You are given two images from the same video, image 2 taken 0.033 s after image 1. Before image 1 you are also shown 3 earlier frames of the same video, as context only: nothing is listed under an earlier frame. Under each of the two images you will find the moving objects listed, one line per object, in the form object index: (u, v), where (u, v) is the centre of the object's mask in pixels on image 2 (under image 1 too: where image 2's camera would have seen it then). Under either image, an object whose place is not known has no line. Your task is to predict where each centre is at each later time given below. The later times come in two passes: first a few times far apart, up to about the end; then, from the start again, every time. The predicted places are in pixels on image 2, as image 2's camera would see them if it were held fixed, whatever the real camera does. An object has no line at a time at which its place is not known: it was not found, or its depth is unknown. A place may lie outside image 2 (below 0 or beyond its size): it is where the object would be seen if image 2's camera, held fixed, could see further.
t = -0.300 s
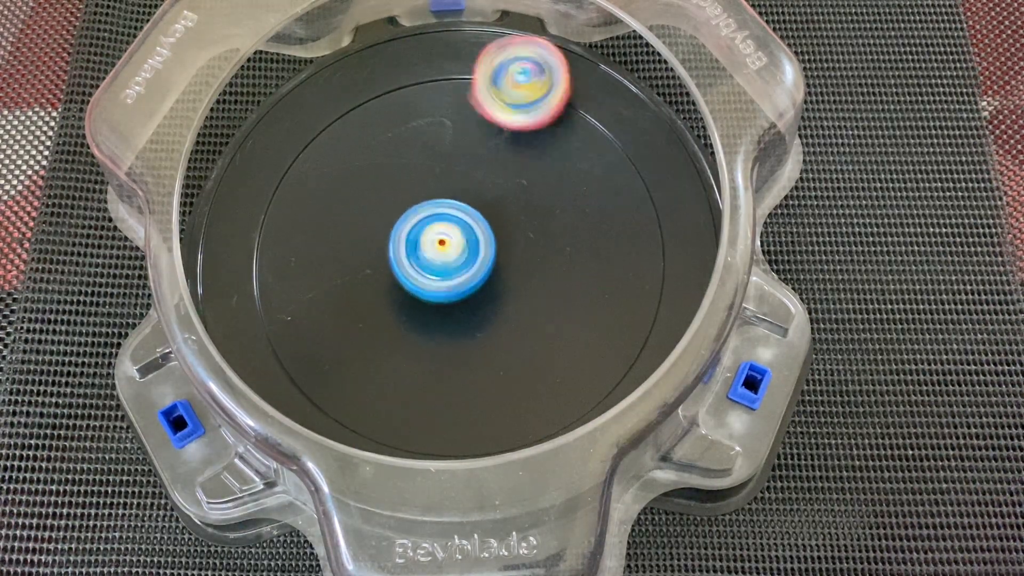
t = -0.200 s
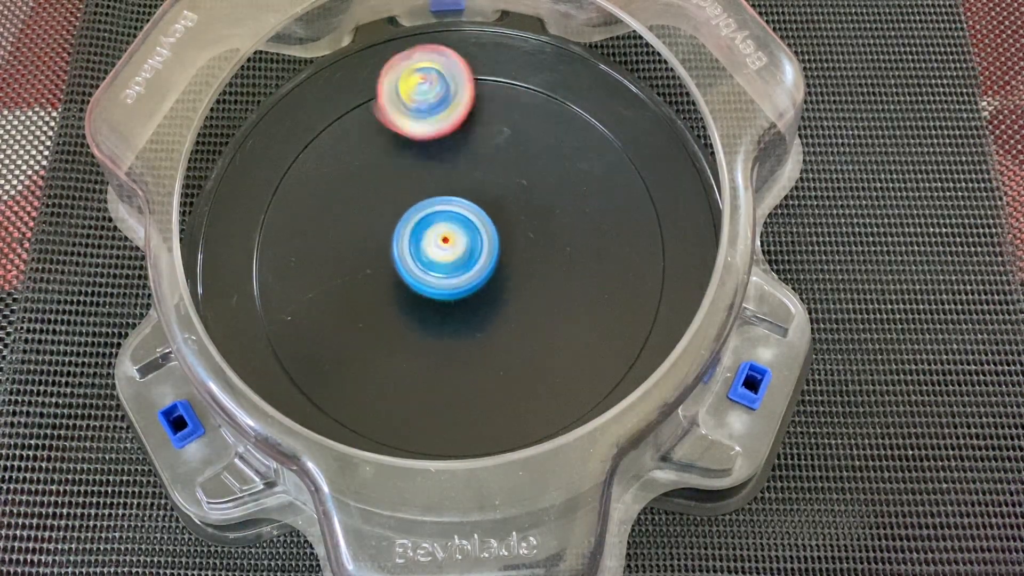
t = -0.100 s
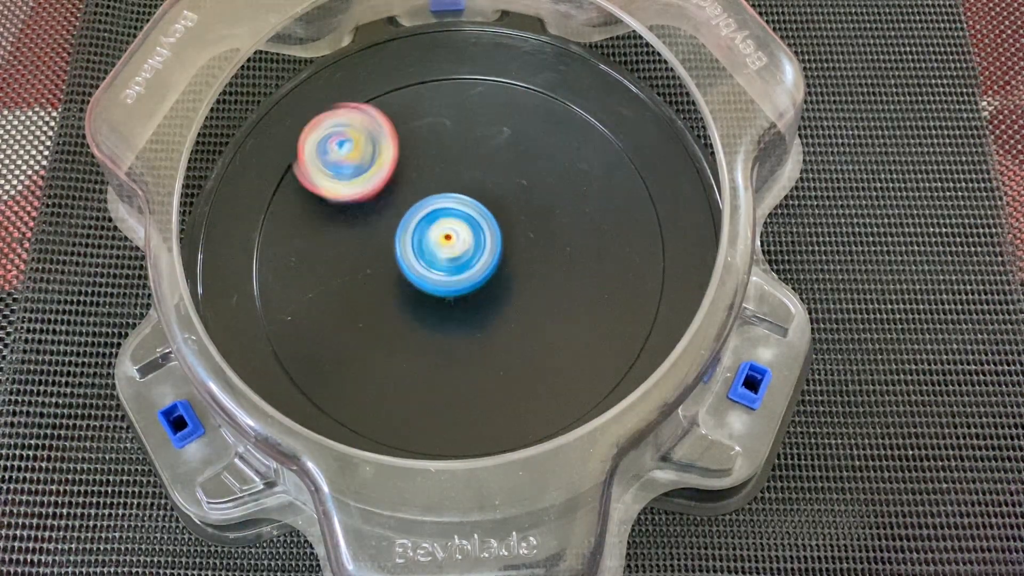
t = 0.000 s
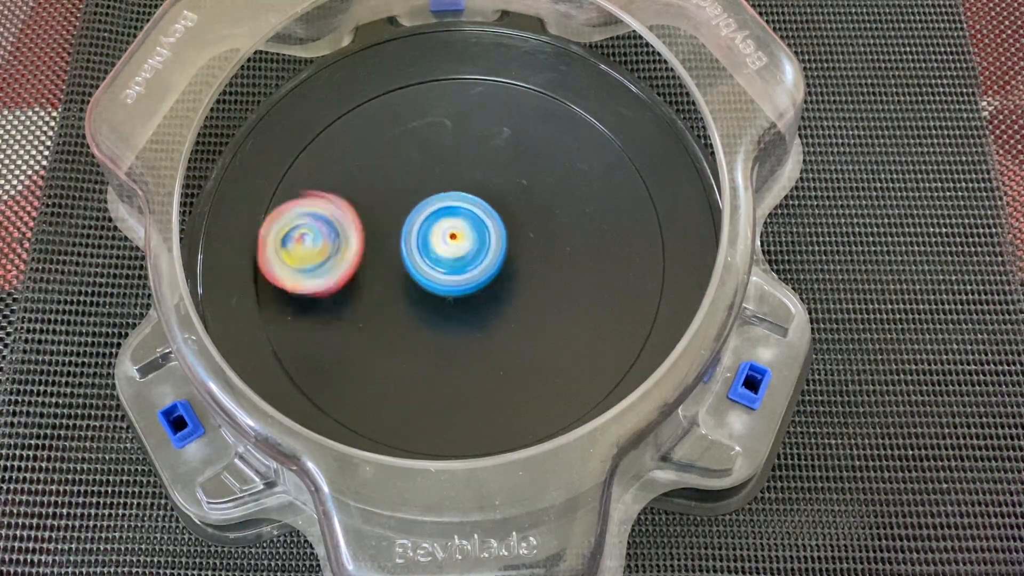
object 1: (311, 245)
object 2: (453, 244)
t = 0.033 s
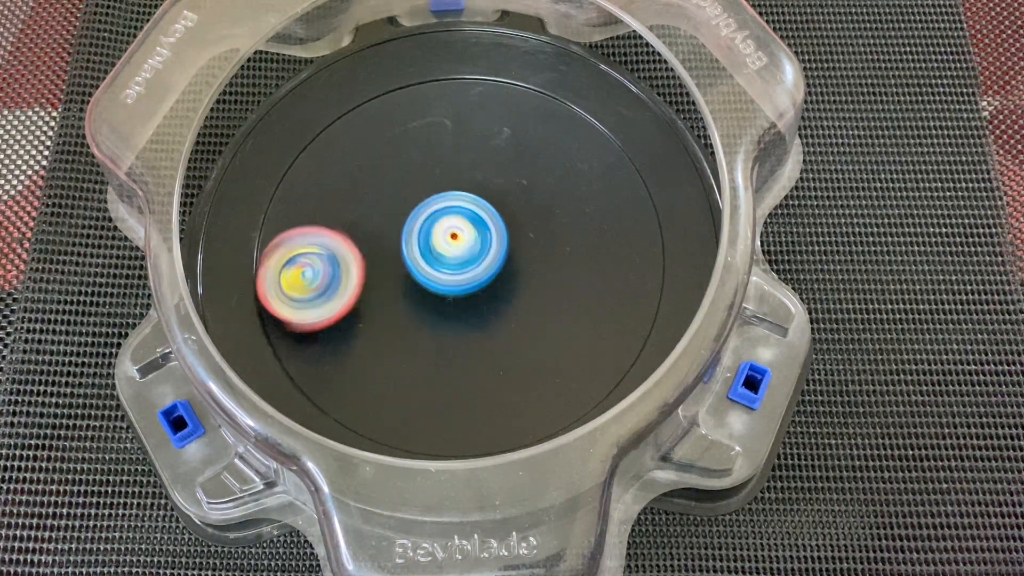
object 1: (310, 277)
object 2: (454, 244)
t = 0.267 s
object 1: (475, 422)
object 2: (464, 242)
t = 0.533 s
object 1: (645, 259)
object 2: (472, 238)
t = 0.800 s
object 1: (464, 123)
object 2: (477, 251)
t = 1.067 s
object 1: (288, 272)
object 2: (478, 260)
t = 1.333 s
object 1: (454, 417)
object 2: (469, 265)
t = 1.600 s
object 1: (604, 245)
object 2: (456, 264)
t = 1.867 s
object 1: (439, 103)
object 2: (447, 258)
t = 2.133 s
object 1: (283, 244)
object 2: (444, 251)
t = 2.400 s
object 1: (466, 385)
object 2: (451, 246)
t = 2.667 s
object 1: (620, 221)
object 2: (464, 246)
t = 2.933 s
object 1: (460, 99)
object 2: (475, 249)
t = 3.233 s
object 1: (331, 291)
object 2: (477, 255)
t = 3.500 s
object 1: (527, 394)
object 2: (472, 260)
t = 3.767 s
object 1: (617, 216)
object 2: (461, 261)
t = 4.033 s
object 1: (425, 142)
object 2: (450, 258)
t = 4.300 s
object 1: (308, 308)
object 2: (448, 253)
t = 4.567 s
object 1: (500, 394)
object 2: (455, 248)
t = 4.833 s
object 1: (578, 210)
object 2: (466, 245)
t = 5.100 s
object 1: (404, 124)
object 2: (474, 250)
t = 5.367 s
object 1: (314, 288)
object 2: (476, 255)
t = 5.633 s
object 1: (513, 360)
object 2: (468, 260)
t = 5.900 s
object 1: (596, 190)
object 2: (456, 260)
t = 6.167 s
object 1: (425, 130)
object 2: (450, 255)
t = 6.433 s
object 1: (337, 299)
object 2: (459, 255)
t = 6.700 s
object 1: (503, 388)
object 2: (476, 255)
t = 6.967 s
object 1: (588, 226)
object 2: (478, 257)
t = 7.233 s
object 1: (440, 137)
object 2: (466, 261)
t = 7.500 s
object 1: (333, 275)
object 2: (450, 258)
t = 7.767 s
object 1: (485, 370)
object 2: (445, 249)
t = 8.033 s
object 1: (585, 228)
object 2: (455, 244)
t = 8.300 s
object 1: (443, 144)
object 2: (468, 248)
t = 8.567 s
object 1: (339, 277)
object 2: (477, 256)
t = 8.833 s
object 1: (487, 368)
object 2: (474, 263)
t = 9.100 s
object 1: (578, 229)
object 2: (461, 262)
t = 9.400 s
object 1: (418, 156)
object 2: (450, 253)
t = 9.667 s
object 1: (330, 290)
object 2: (459, 254)
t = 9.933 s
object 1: (472, 382)
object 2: (486, 231)
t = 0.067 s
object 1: (318, 309)
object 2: (456, 243)
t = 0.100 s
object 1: (331, 340)
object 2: (458, 242)
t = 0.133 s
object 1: (350, 367)
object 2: (460, 242)
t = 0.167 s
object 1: (377, 390)
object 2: (462, 242)
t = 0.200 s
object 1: (406, 407)
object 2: (463, 242)
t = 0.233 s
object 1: (439, 414)
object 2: (463, 242)
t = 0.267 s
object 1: (475, 422)
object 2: (464, 242)
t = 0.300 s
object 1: (511, 421)
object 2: (465, 241)
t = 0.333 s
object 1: (545, 414)
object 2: (466, 241)
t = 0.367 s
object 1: (572, 389)
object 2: (466, 240)
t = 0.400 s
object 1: (598, 368)
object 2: (467, 240)
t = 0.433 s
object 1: (619, 345)
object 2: (467, 240)
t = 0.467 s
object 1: (636, 319)
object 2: (468, 239)
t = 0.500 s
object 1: (645, 289)
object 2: (470, 238)
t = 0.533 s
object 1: (645, 259)
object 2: (472, 238)
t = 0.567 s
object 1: (638, 230)
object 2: (473, 239)
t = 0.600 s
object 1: (624, 202)
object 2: (475, 240)
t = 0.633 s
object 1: (605, 178)
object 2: (475, 243)
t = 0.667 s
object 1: (583, 158)
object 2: (475, 245)
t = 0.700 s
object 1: (556, 142)
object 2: (475, 247)
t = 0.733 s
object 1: (526, 131)
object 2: (475, 248)
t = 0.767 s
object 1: (495, 124)
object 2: (476, 249)
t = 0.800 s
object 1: (464, 123)
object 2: (477, 251)
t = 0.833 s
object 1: (433, 127)
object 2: (477, 252)
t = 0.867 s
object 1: (402, 136)
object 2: (477, 254)
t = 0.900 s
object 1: (374, 149)
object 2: (477, 255)
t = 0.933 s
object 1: (349, 167)
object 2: (477, 256)
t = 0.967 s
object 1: (326, 189)
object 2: (478, 257)
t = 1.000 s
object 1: (308, 213)
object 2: (478, 258)
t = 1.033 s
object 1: (295, 241)
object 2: (478, 259)
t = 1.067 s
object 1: (288, 272)
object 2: (478, 260)
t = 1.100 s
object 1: (286, 302)
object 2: (478, 261)
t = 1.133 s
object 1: (292, 331)
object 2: (477, 262)
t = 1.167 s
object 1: (306, 359)
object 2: (476, 263)
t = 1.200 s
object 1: (327, 383)
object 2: (474, 264)
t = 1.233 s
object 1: (354, 399)
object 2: (473, 265)
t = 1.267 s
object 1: (386, 410)
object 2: (471, 265)
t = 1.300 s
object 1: (420, 416)
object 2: (470, 265)
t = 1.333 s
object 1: (454, 417)
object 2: (469, 265)
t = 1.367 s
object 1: (487, 412)
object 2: (468, 265)
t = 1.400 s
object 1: (520, 400)
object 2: (466, 265)
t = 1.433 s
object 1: (548, 384)
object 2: (465, 265)
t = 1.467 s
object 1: (572, 361)
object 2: (463, 265)
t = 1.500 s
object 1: (590, 333)
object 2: (462, 266)
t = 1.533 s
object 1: (601, 305)
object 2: (460, 265)
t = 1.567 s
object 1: (606, 275)
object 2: (458, 265)
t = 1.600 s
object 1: (604, 245)
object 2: (456, 264)
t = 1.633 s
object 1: (597, 216)
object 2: (454, 264)
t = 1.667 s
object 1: (585, 190)
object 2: (453, 263)
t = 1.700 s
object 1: (568, 165)
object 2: (451, 262)
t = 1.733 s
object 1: (548, 145)
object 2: (450, 261)
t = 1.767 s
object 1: (524, 128)
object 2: (449, 261)
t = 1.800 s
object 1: (498, 115)
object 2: (448, 260)
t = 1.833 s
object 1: (469, 106)
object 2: (447, 259)
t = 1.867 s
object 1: (439, 103)
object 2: (447, 258)
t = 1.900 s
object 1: (409, 105)
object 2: (446, 258)
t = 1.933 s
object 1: (381, 112)
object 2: (445, 257)
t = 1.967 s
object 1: (354, 124)
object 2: (444, 256)
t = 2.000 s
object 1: (330, 141)
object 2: (444, 256)
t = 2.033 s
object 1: (311, 163)
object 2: (444, 255)
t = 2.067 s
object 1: (295, 188)
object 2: (444, 254)
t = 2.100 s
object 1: (286, 216)
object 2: (443, 252)
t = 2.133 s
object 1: (283, 244)
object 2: (444, 251)
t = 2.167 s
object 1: (287, 275)
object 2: (444, 250)
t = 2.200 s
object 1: (298, 303)
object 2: (445, 249)
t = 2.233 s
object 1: (316, 330)
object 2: (445, 248)
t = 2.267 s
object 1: (339, 353)
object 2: (446, 248)
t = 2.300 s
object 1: (367, 370)
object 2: (448, 247)
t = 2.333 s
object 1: (398, 381)
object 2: (449, 246)
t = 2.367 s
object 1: (432, 386)
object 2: (450, 246)
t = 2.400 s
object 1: (466, 385)
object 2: (451, 246)
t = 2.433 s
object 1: (499, 378)
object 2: (453, 246)
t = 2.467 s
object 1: (530, 366)
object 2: (454, 246)
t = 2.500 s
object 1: (558, 349)
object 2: (456, 246)
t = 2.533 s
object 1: (581, 328)
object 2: (458, 246)
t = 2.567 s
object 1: (599, 303)
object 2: (459, 246)
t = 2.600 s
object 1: (612, 277)
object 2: (461, 246)
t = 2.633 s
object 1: (619, 249)
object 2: (463, 246)
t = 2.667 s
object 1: (620, 221)
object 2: (464, 246)
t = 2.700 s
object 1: (615, 193)
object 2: (465, 246)
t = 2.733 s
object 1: (604, 168)
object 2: (467, 246)
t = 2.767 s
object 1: (589, 145)
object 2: (468, 246)
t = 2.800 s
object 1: (568, 126)
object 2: (470, 246)
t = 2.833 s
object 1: (544, 112)
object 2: (472, 247)
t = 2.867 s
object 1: (517, 102)
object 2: (473, 247)
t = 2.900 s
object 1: (489, 98)
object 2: (474, 248)
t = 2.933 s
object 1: (460, 99)
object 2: (475, 249)
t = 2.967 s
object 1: (432, 106)
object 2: (476, 250)
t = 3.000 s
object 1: (405, 118)
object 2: (476, 251)
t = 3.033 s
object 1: (381, 134)
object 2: (477, 251)
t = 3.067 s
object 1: (360, 155)
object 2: (477, 252)
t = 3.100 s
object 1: (344, 179)
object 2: (477, 253)
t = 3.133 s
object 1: (333, 205)
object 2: (478, 253)
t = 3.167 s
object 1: (327, 234)
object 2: (477, 254)
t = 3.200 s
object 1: (326, 263)
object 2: (477, 255)
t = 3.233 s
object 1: (331, 291)
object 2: (477, 255)
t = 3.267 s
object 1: (342, 319)
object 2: (477, 256)
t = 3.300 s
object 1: (357, 344)
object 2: (476, 256)
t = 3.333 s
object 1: (379, 365)
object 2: (476, 257)
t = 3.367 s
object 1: (404, 382)
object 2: (475, 257)
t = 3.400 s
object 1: (432, 393)
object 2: (475, 258)
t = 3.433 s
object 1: (464, 400)
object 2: (474, 258)
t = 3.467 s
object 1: (496, 400)
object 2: (473, 259)
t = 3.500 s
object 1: (527, 394)
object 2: (472, 260)
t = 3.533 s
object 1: (556, 382)
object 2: (470, 260)
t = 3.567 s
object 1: (581, 366)
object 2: (469, 261)
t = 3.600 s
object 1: (602, 346)
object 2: (468, 261)
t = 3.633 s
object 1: (617, 322)
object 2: (467, 261)
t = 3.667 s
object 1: (627, 295)
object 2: (465, 261)
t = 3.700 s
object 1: (629, 268)
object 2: (464, 261)
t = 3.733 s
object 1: (626, 241)
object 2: (462, 261)
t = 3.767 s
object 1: (617, 216)
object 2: (461, 261)
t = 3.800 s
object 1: (602, 192)
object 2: (459, 261)
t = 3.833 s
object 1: (584, 173)
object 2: (457, 261)
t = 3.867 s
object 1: (561, 157)
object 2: (456, 261)
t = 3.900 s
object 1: (536, 145)
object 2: (454, 260)
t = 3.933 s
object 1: (509, 138)
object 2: (453, 260)
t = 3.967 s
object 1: (481, 135)
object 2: (452, 259)
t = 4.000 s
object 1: (452, 136)
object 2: (451, 259)
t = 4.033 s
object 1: (425, 142)
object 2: (450, 258)
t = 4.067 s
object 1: (398, 152)
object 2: (449, 258)
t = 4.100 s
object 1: (373, 166)
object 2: (448, 257)
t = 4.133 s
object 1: (352, 184)
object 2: (448, 257)
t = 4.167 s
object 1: (333, 205)
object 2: (448, 256)
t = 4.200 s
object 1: (319, 228)
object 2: (448, 255)
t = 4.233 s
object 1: (309, 254)
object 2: (448, 255)
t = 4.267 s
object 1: (306, 281)
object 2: (448, 254)
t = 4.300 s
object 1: (308, 308)
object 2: (448, 253)
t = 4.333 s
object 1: (316, 334)
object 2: (449, 252)
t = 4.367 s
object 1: (331, 358)
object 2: (449, 251)
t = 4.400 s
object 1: (351, 378)
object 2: (450, 250)
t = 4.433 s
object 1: (377, 394)
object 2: (451, 249)
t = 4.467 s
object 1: (406, 403)
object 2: (452, 248)
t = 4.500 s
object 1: (438, 406)
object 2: (453, 248)
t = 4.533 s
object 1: (470, 403)
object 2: (454, 248)
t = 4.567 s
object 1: (500, 394)
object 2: (455, 248)
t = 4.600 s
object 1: (527, 380)
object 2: (457, 247)
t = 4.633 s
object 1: (549, 361)
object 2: (458, 247)
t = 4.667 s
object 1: (567, 338)
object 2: (460, 247)
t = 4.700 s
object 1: (580, 314)
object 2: (461, 246)
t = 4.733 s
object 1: (587, 287)
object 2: (463, 246)
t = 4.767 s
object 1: (589, 260)
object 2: (464, 245)
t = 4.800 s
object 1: (586, 234)
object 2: (465, 245)
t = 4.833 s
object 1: (578, 210)
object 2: (466, 245)
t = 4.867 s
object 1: (565, 187)
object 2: (466, 245)
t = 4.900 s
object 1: (548, 167)
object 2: (467, 245)
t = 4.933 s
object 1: (529, 150)
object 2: (468, 246)
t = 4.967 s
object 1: (507, 137)
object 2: (470, 247)
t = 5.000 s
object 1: (483, 126)
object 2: (471, 248)
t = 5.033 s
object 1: (457, 121)
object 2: (473, 249)
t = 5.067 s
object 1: (431, 120)
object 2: (474, 249)
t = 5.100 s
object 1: (404, 124)
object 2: (474, 250)
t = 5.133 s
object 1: (379, 133)
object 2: (475, 250)
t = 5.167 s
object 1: (357, 146)
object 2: (475, 251)
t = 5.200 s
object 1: (338, 164)
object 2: (475, 251)
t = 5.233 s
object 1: (323, 185)
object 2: (475, 252)
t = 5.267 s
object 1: (312, 209)
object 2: (475, 253)
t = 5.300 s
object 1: (307, 235)
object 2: (475, 254)
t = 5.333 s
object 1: (307, 261)
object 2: (476, 254)
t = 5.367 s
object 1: (314, 288)
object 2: (476, 255)
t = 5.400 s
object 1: (327, 312)
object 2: (477, 255)
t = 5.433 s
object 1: (346, 334)
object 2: (476, 255)
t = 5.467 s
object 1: (370, 350)
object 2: (475, 256)
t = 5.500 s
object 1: (396, 362)
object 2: (474, 256)
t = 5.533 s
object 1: (425, 370)
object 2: (472, 257)
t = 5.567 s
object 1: (454, 372)
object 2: (471, 259)
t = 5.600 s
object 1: (484, 369)
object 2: (470, 259)
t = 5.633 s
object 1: (513, 360)
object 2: (468, 260)
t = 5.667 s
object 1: (538, 347)
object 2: (467, 260)
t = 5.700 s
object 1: (560, 330)
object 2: (465, 260)
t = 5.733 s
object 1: (579, 310)
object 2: (463, 260)
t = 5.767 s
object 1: (593, 287)
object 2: (461, 260)
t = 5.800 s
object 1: (601, 263)
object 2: (459, 260)
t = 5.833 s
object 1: (605, 238)
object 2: (458, 261)
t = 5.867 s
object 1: (603, 214)
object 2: (457, 261)
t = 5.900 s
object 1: (596, 190)
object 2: (456, 260)
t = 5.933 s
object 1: (585, 169)
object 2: (455, 260)
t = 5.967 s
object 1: (568, 150)
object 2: (454, 259)
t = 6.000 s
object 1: (548, 136)
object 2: (452, 258)
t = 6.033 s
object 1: (526, 125)
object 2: (451, 258)
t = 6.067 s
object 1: (502, 119)
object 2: (450, 258)
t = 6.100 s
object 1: (476, 117)
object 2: (451, 257)
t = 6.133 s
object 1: (449, 121)
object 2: (450, 256)
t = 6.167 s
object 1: (425, 130)
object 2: (450, 255)
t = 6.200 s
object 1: (403, 143)
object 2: (449, 254)
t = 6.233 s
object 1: (383, 160)
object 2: (449, 254)
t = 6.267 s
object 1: (366, 180)
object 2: (449, 254)
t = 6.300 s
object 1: (353, 203)
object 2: (449, 254)
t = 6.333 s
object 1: (345, 228)
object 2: (449, 253)
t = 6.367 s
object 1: (338, 250)
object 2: (453, 254)
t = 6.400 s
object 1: (334, 274)
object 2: (456, 254)
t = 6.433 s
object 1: (337, 299)
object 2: (459, 255)
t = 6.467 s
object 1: (345, 322)
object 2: (461, 255)
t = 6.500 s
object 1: (357, 344)
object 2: (464, 255)
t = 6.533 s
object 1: (373, 363)
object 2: (466, 255)
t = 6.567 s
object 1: (394, 379)
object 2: (468, 254)
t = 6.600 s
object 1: (420, 389)
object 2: (470, 254)
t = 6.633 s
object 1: (447, 394)
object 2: (472, 255)
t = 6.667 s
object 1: (475, 394)
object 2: (474, 255)
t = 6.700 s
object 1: (503, 388)
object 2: (476, 255)
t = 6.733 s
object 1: (528, 377)
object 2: (478, 255)
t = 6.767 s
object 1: (550, 361)
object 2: (479, 256)
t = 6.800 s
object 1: (568, 342)
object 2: (480, 256)
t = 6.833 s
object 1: (580, 320)
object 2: (481, 257)
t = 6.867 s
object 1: (588, 297)
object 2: (482, 258)
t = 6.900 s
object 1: (591, 272)
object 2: (483, 258)
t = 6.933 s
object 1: (591, 249)
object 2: (481, 258)
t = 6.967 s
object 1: (588, 226)
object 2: (478, 257)
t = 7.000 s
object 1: (579, 204)
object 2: (475, 257)
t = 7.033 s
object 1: (567, 185)
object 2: (474, 257)
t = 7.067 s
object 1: (551, 167)
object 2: (473, 258)
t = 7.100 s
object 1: (531, 154)
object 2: (472, 258)
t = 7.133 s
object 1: (510, 144)
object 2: (470, 258)
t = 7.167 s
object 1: (487, 137)
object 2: (468, 259)
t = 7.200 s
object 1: (463, 135)
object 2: (467, 260)
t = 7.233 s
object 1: (440, 137)
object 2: (466, 261)
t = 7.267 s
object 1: (416, 143)
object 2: (464, 261)
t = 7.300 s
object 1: (394, 154)
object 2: (462, 261)
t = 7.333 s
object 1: (374, 168)
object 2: (459, 261)
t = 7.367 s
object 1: (357, 186)
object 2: (457, 261)
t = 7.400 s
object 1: (345, 206)
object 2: (455, 260)
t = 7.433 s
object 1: (336, 228)
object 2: (454, 259)
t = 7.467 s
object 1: (332, 251)
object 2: (452, 258)
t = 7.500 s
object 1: (333, 275)
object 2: (450, 258)
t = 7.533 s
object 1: (338, 297)
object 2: (449, 257)
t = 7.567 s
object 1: (350, 319)
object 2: (448, 256)
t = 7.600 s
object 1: (366, 338)
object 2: (447, 254)
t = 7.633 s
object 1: (386, 354)
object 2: (446, 253)
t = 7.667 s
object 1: (409, 365)
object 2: (445, 253)
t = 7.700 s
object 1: (434, 372)
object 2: (445, 252)
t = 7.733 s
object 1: (460, 374)
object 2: (445, 251)
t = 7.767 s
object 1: (485, 370)
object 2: (445, 249)
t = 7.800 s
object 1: (511, 363)
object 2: (444, 248)
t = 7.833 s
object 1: (534, 351)
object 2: (445, 247)
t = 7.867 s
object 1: (554, 336)
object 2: (447, 246)
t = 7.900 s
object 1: (569, 316)
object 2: (448, 245)
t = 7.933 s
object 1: (581, 295)
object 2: (449, 244)
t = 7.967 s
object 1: (587, 273)
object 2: (450, 244)
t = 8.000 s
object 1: (588, 251)
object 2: (453, 244)
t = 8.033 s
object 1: (585, 228)
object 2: (455, 244)
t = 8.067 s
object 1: (577, 208)
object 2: (456, 244)
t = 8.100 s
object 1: (566, 188)
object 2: (458, 245)
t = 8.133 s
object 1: (550, 171)
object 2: (459, 246)
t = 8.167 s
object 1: (532, 159)
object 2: (461, 246)
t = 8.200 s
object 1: (510, 149)
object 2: (463, 245)
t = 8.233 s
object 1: (489, 144)
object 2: (464, 246)
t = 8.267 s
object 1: (466, 141)
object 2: (466, 247)
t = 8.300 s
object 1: (443, 144)
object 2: (468, 248)
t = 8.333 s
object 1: (420, 150)
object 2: (470, 248)
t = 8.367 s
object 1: (399, 161)
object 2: (471, 249)
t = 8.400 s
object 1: (379, 174)
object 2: (472, 251)
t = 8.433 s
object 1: (364, 192)
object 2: (474, 253)
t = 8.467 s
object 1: (352, 210)
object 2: (475, 253)
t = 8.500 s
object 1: (342, 232)
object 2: (475, 254)
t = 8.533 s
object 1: (339, 253)
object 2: (475, 255)
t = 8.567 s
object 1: (339, 277)
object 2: (477, 256)
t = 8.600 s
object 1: (346, 299)
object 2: (477, 256)
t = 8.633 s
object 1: (356, 320)
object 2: (477, 257)
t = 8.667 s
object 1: (372, 337)
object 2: (476, 258)
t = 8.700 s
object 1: (390, 352)
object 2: (477, 260)
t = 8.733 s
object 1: (413, 363)
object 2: (477, 260)
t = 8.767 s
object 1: (436, 370)
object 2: (475, 261)
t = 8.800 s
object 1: (462, 371)
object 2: (474, 262)
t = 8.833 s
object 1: (487, 368)
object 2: (474, 263)
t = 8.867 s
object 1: (511, 360)
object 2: (472, 263)
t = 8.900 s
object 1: (533, 348)
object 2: (470, 263)
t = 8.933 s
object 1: (550, 332)
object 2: (468, 264)
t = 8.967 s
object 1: (565, 315)
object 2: (467, 264)
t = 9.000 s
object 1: (576, 294)
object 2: (465, 263)
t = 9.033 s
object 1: (582, 272)
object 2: (463, 263)
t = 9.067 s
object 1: (582, 250)
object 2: (462, 263)
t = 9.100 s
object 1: (578, 229)
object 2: (461, 262)
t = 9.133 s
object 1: (570, 209)
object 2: (459, 261)
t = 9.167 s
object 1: (559, 192)
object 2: (457, 261)
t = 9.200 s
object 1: (543, 176)
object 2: (456, 260)
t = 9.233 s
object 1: (526, 163)
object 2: (455, 259)
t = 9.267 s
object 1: (505, 154)
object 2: (453, 257)
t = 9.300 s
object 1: (483, 149)
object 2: (452, 257)
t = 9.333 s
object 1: (461, 148)
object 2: (452, 256)
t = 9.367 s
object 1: (439, 150)
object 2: (451, 254)
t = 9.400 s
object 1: (418, 156)
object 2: (450, 253)
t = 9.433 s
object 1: (396, 166)
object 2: (450, 253)
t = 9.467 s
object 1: (379, 179)
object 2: (450, 252)
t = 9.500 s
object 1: (362, 194)
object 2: (451, 252)
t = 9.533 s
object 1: (348, 208)
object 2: (453, 254)
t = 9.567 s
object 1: (336, 227)
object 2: (454, 254)
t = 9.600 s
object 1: (329, 247)
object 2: (456, 254)
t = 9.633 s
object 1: (327, 269)
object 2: (457, 254)
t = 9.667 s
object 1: (330, 290)
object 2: (459, 254)
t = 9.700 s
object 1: (340, 310)
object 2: (461, 254)
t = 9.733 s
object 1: (352, 328)
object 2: (463, 255)
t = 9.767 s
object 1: (369, 342)
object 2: (465, 256)
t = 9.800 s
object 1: (390, 354)
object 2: (467, 256)
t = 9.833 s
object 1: (413, 361)
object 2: (468, 257)
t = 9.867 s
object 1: (438, 362)
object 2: (470, 258)
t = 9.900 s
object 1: (462, 360)
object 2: (471, 258)
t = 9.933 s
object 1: (472, 382)
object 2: (486, 231)
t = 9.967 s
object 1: (479, 398)
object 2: (497, 200)
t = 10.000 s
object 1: (490, 406)
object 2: (508, 173)
